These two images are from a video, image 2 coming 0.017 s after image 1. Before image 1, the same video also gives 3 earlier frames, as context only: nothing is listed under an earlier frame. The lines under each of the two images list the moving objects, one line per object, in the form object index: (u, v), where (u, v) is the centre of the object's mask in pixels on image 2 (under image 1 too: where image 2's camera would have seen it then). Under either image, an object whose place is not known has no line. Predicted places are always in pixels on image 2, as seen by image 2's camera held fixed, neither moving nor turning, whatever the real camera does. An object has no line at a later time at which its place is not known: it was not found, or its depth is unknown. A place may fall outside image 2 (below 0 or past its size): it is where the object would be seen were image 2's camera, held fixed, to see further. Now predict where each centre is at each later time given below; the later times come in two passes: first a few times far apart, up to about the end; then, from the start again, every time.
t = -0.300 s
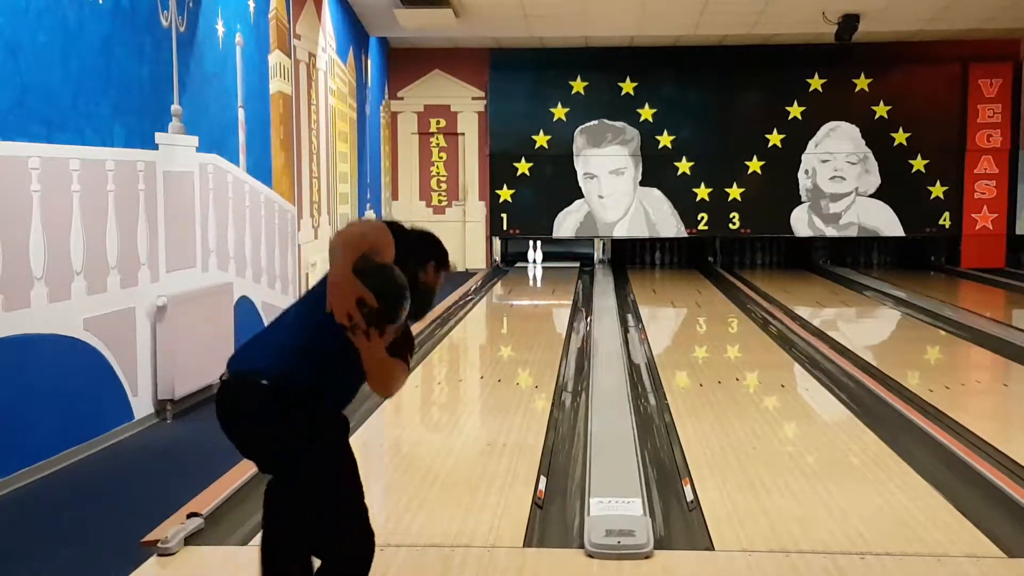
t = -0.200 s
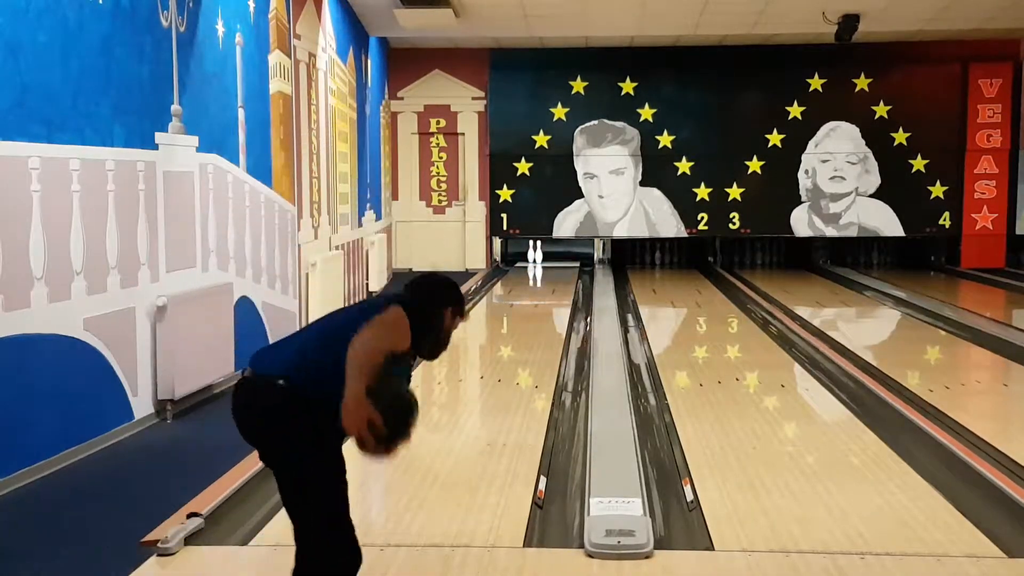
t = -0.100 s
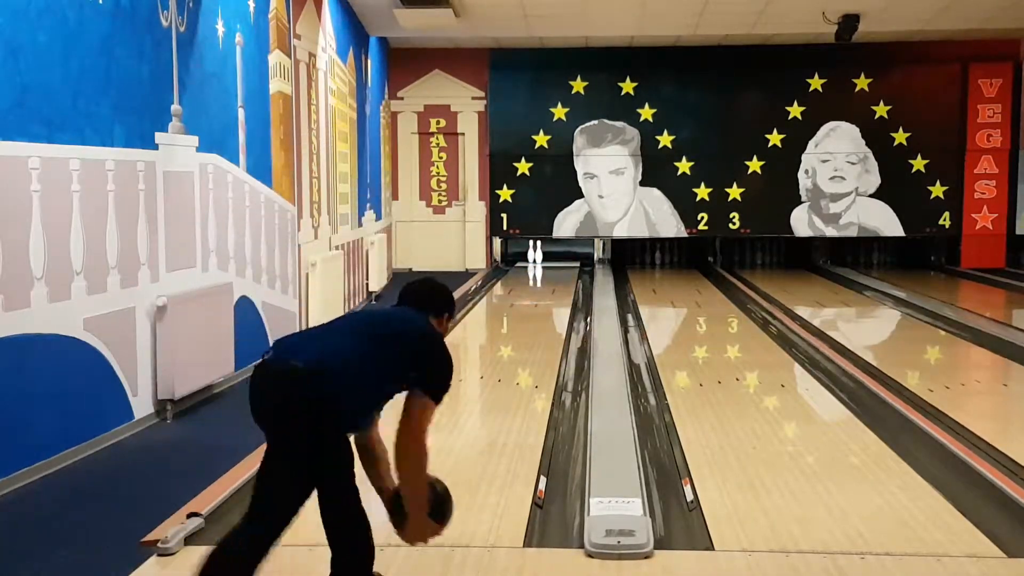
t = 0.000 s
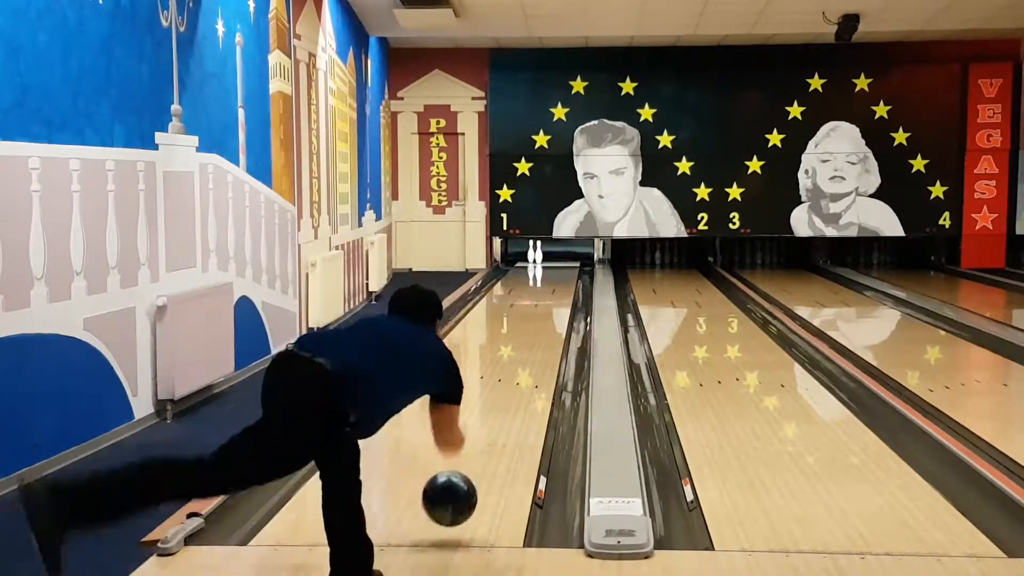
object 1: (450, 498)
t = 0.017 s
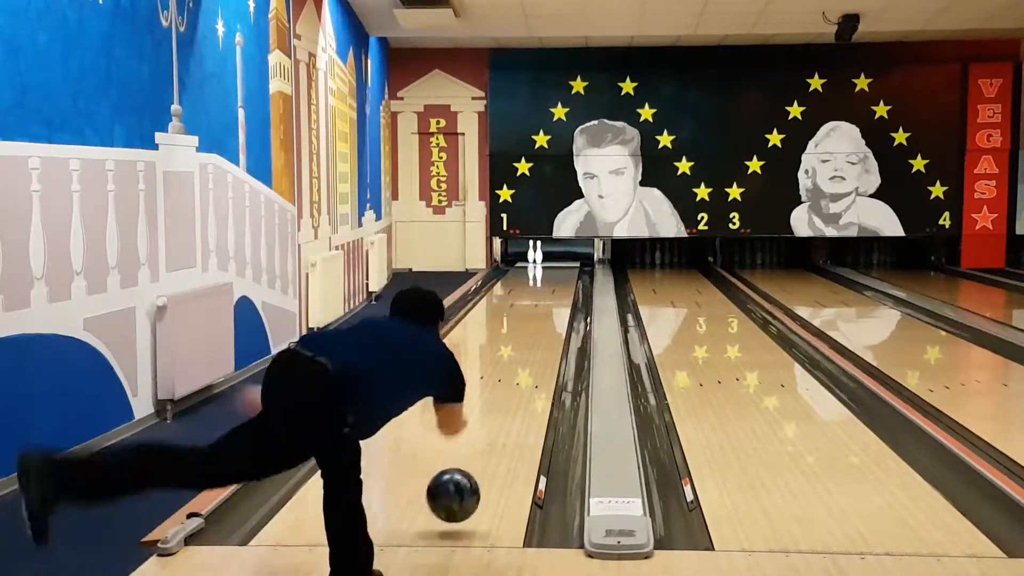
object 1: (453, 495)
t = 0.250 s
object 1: (487, 424)
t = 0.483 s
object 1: (506, 375)
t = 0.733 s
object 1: (519, 340)
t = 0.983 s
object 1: (527, 316)
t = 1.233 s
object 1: (531, 299)
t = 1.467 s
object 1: (535, 286)
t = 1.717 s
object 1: (536, 274)
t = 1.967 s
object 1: (535, 266)
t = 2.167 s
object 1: (533, 260)
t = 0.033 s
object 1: (456, 493)
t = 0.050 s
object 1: (459, 492)
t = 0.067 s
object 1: (462, 485)
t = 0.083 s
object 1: (465, 477)
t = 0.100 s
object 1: (468, 470)
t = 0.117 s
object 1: (470, 465)
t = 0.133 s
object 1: (472, 460)
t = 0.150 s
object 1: (475, 454)
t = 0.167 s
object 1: (477, 449)
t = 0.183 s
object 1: (479, 443)
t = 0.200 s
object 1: (481, 438)
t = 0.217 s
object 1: (483, 433)
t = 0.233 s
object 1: (485, 429)
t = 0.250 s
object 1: (487, 424)
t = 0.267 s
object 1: (489, 420)
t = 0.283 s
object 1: (491, 416)
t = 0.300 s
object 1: (492, 411)
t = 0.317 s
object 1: (494, 408)
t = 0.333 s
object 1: (495, 404)
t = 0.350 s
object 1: (497, 400)
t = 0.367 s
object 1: (498, 397)
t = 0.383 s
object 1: (499, 393)
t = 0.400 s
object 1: (500, 390)
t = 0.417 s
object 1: (502, 387)
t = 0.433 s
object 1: (503, 383)
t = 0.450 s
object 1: (504, 380)
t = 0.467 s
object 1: (505, 377)
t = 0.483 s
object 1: (506, 375)
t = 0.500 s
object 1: (507, 372)
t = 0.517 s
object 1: (508, 369)
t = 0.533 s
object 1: (509, 367)
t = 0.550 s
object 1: (510, 364)
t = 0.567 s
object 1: (511, 362)
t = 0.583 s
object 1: (512, 359)
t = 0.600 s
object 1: (513, 357)
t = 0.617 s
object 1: (514, 355)
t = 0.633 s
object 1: (515, 352)
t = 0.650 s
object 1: (515, 350)
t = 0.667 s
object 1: (516, 348)
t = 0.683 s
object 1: (516, 346)
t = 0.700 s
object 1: (518, 344)
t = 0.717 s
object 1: (518, 342)
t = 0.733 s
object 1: (519, 340)
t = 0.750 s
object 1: (520, 339)
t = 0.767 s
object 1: (520, 337)
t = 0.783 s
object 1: (521, 335)
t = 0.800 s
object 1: (521, 333)
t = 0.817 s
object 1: (522, 331)
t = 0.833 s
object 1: (522, 330)
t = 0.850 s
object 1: (523, 328)
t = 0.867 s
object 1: (523, 327)
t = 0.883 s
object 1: (524, 325)
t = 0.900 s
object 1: (525, 324)
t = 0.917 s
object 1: (525, 322)
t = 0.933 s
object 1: (526, 321)
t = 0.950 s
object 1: (526, 319)
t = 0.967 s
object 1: (526, 318)
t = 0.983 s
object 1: (527, 316)
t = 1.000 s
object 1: (527, 315)
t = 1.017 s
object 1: (528, 314)
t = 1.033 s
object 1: (528, 312)
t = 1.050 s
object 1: (528, 311)
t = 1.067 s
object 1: (528, 310)
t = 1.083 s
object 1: (529, 309)
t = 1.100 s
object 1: (529, 307)
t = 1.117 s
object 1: (530, 306)
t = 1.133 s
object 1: (530, 305)
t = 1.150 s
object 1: (530, 304)
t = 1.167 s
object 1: (531, 303)
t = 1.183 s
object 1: (531, 302)
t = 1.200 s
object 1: (531, 301)
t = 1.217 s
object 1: (531, 300)
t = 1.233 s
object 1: (531, 299)
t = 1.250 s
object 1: (532, 298)
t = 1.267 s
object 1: (532, 297)
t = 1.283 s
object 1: (532, 295)
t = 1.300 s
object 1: (533, 295)
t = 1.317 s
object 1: (533, 294)
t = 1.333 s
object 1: (533, 293)
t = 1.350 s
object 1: (533, 292)
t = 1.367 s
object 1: (534, 291)
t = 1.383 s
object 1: (534, 290)
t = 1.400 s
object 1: (534, 289)
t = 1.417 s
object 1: (534, 288)
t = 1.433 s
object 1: (534, 288)
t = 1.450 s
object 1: (535, 286)
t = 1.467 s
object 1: (535, 286)
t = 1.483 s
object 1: (535, 286)
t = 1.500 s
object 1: (535, 284)
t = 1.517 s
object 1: (535, 283)
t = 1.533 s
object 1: (535, 283)
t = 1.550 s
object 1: (535, 282)
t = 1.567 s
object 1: (535, 281)
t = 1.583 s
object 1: (535, 280)
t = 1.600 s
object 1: (536, 279)
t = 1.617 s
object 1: (536, 278)
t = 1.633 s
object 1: (536, 278)
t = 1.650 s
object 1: (536, 277)
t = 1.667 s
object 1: (536, 277)
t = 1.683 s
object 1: (536, 276)
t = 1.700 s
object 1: (536, 275)
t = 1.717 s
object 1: (536, 274)
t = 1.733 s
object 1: (536, 274)
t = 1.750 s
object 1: (536, 273)
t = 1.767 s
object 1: (535, 273)
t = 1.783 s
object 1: (536, 272)
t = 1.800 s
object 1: (536, 272)
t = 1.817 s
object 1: (536, 271)
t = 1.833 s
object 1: (536, 270)
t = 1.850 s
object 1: (536, 270)
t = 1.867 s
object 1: (536, 269)
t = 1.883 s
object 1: (536, 268)
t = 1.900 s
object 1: (536, 268)
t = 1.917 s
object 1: (535, 268)
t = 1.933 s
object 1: (535, 267)
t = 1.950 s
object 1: (535, 267)
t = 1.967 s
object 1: (535, 266)
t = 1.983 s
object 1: (535, 266)
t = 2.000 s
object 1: (535, 265)
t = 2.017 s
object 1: (535, 265)
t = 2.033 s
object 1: (534, 264)
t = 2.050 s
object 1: (534, 264)
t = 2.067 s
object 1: (534, 263)
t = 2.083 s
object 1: (534, 262)
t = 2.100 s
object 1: (534, 262)
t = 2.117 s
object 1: (534, 262)
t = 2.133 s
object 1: (534, 261)
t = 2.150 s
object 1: (533, 261)
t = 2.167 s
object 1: (533, 260)
